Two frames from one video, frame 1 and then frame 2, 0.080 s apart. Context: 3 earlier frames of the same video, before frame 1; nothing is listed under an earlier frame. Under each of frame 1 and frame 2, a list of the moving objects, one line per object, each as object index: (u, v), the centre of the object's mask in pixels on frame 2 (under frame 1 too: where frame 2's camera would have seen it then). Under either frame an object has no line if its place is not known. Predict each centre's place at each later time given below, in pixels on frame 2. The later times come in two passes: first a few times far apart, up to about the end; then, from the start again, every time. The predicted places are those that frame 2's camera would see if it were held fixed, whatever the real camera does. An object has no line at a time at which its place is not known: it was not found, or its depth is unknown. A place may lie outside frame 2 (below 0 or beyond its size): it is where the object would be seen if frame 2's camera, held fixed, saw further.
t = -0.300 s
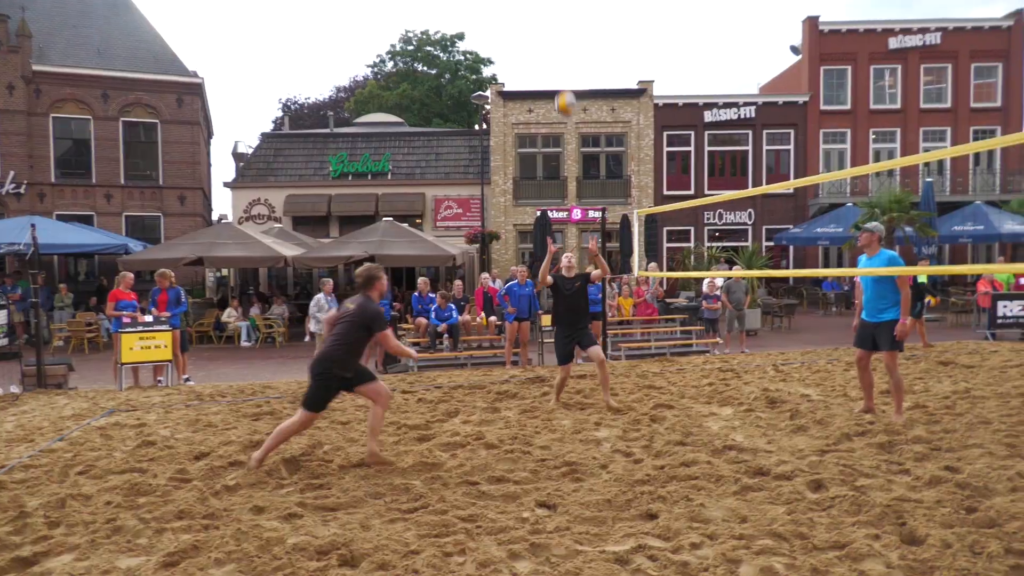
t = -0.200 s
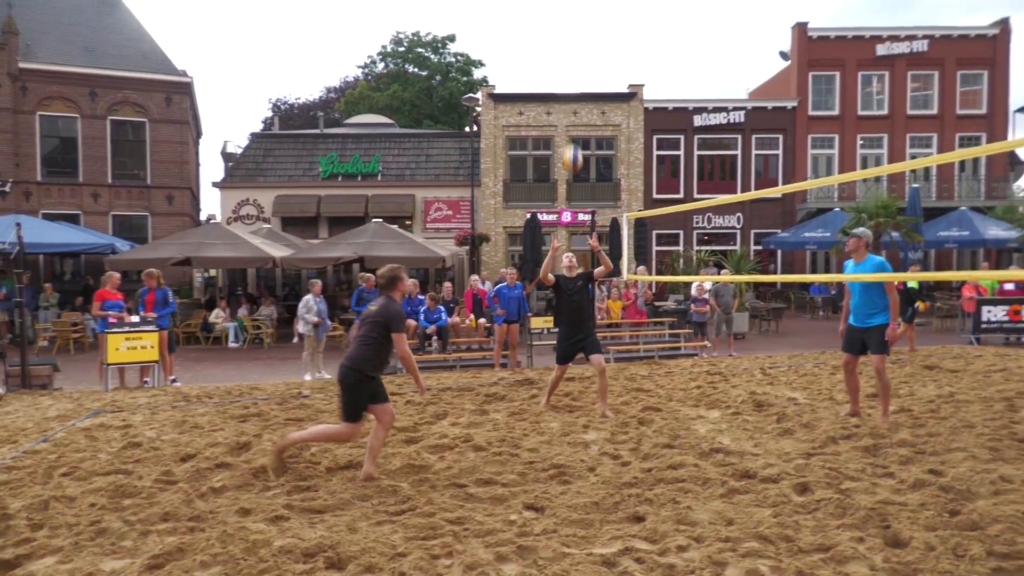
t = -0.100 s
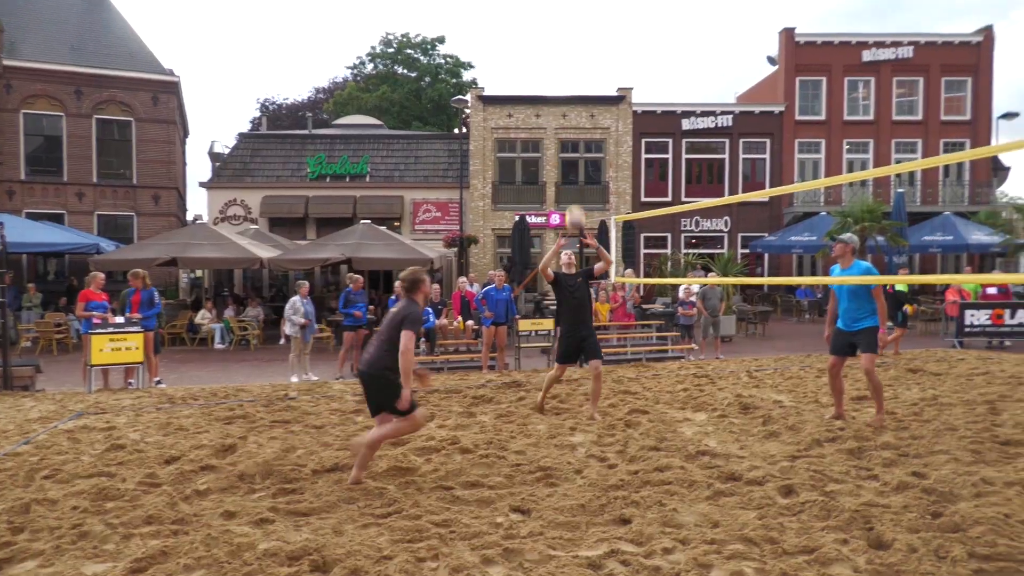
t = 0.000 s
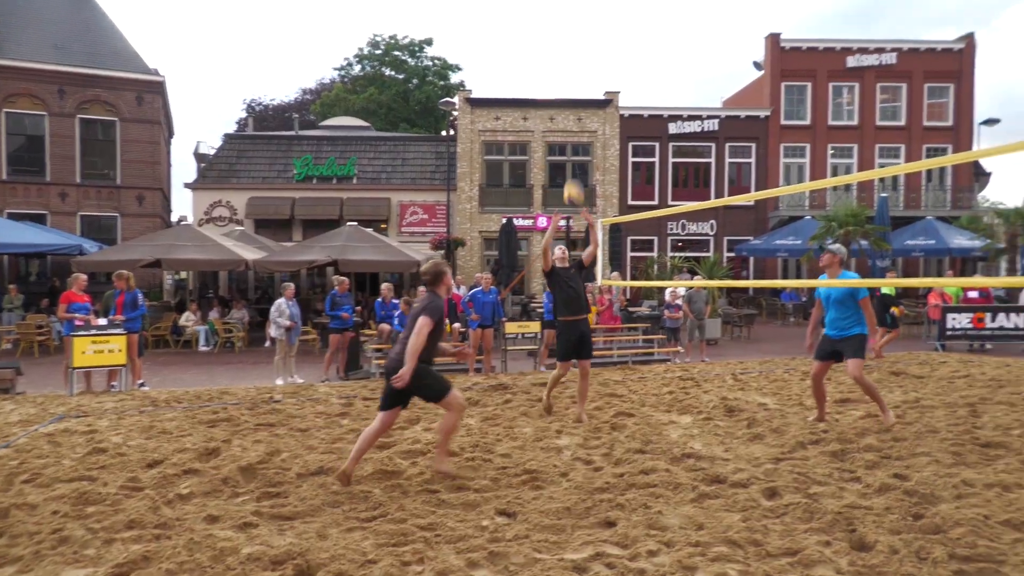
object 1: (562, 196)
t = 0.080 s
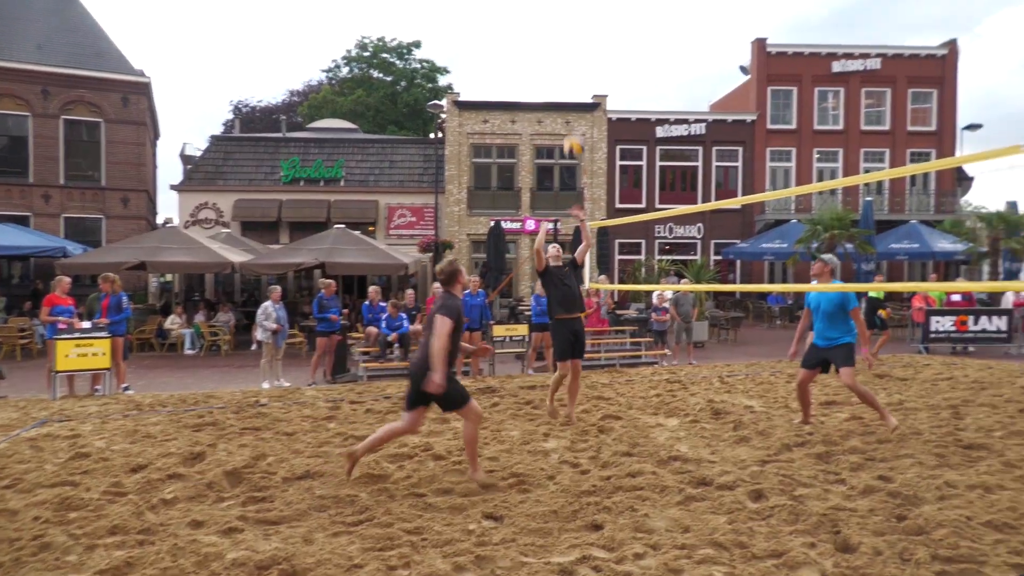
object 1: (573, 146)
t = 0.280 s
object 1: (607, 40)
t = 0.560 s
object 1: (657, -48)
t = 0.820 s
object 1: (711, -60)
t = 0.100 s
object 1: (577, 133)
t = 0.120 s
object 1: (580, 121)
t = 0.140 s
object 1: (583, 111)
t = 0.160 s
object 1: (587, 101)
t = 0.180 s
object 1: (591, 90)
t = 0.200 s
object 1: (594, 79)
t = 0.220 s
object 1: (597, 69)
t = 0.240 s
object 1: (601, 59)
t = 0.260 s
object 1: (604, 49)
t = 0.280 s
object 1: (607, 40)
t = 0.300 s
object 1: (610, 31)
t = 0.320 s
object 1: (614, 23)
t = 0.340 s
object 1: (617, 15)
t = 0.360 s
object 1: (621, 7)
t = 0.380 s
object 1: (624, -1)
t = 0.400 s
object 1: (628, -8)
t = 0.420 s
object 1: (631, -15)
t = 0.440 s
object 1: (635, -21)
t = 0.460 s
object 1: (639, -27)
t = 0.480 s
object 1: (642, -32)
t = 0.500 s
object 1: (646, -36)
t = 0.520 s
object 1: (649, -40)
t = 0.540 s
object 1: (653, -44)
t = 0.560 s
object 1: (657, -48)
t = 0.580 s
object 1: (661, -51)
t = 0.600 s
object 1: (665, -55)
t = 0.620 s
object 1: (668, -58)
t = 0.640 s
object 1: (672, -61)
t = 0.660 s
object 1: (676, -64)
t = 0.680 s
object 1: (681, -65)
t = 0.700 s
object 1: (685, -66)
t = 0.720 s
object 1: (689, -66)
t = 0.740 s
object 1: (693, -66)
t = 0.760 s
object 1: (697, -66)
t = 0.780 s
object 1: (702, -64)
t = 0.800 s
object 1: (706, -62)
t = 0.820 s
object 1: (711, -60)
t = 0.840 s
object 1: (715, -57)
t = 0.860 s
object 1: (719, -54)
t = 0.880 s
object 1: (724, -50)
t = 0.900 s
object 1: (728, -46)
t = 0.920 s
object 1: (732, -41)
